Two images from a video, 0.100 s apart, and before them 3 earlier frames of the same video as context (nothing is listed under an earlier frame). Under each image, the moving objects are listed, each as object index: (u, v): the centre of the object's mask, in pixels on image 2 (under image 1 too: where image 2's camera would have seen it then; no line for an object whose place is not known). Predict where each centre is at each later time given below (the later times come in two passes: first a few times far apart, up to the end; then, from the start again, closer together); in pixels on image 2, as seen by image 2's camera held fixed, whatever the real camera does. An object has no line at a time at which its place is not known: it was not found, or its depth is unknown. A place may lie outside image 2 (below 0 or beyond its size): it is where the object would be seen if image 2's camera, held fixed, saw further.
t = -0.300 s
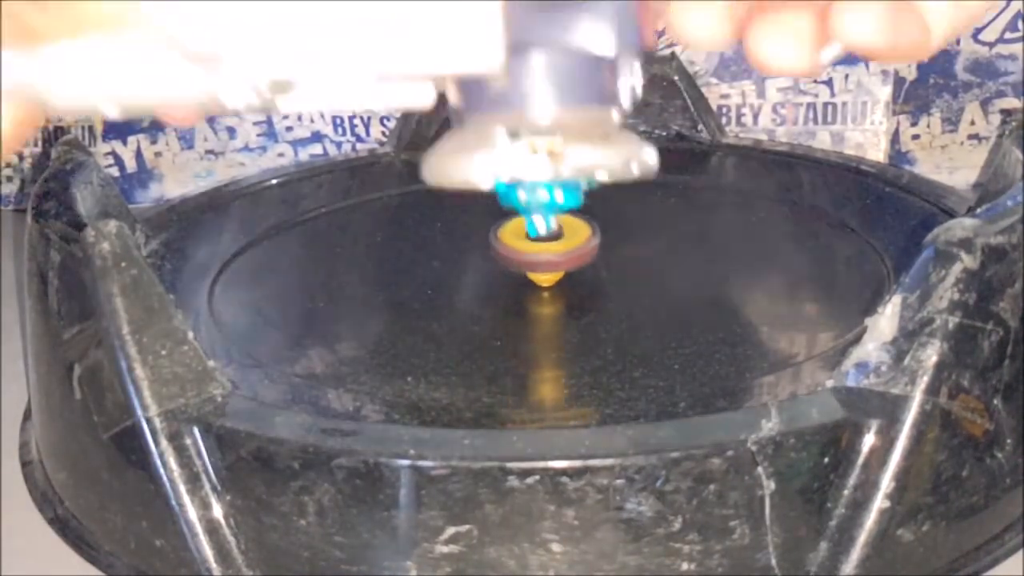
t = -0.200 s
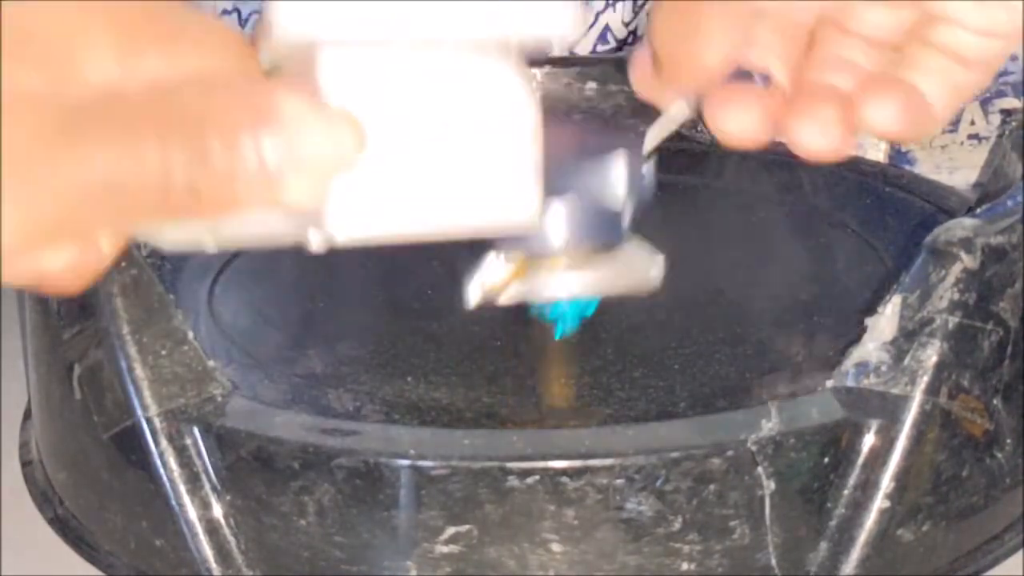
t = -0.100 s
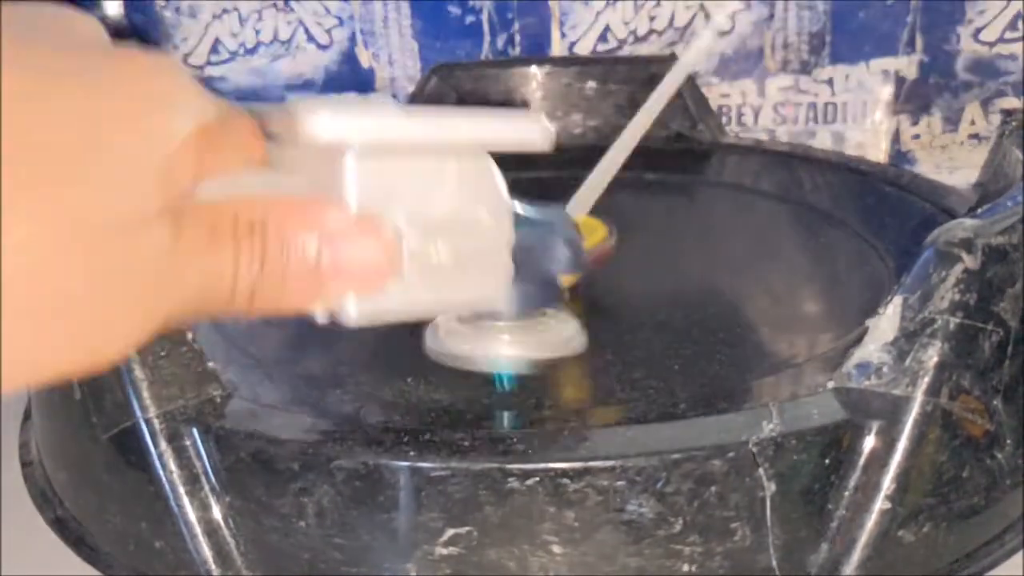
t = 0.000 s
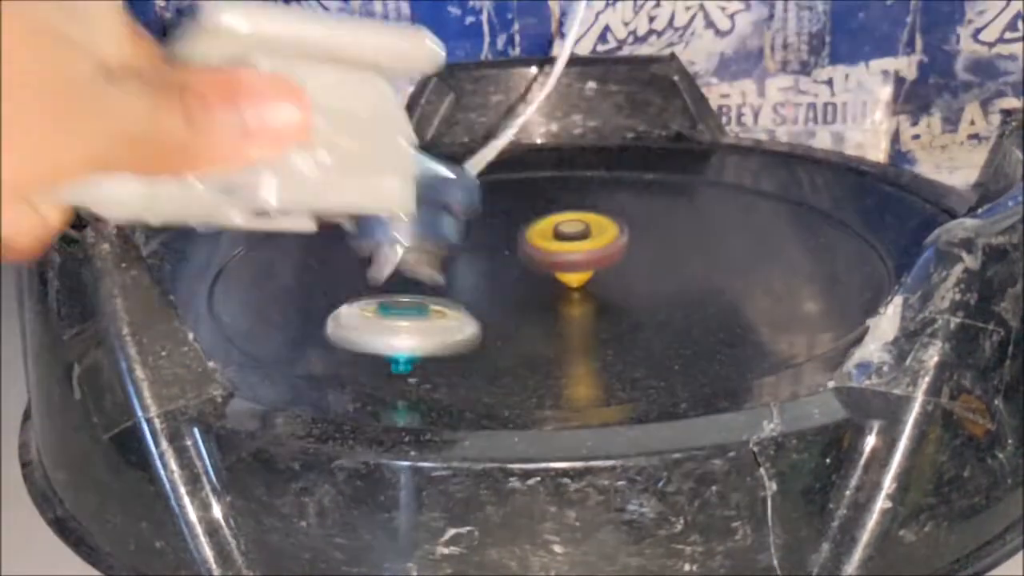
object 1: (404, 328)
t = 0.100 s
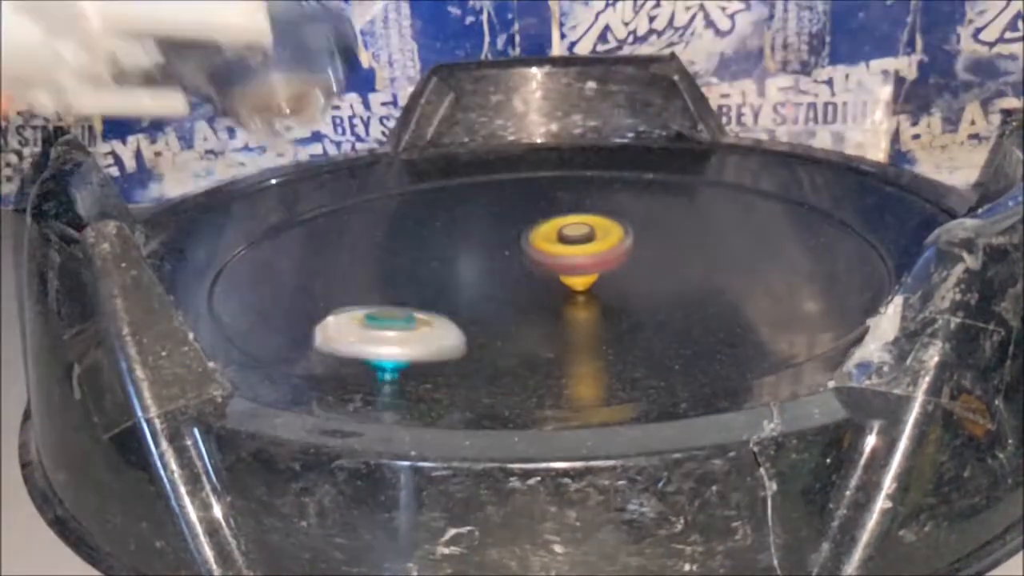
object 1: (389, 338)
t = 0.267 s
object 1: (457, 319)
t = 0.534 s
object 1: (390, 240)
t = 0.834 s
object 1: (311, 241)
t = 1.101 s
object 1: (463, 318)
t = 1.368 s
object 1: (815, 295)
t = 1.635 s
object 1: (599, 253)
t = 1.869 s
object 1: (285, 167)
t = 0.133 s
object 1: (399, 335)
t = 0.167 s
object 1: (412, 333)
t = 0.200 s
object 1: (426, 330)
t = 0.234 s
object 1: (442, 325)
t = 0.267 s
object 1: (457, 319)
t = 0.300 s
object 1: (470, 311)
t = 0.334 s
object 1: (479, 303)
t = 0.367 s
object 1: (486, 293)
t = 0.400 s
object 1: (485, 282)
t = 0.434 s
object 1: (459, 265)
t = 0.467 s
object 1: (434, 258)
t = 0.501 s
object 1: (410, 251)
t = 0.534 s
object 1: (390, 240)
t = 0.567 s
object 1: (374, 234)
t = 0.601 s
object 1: (361, 229)
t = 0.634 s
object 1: (349, 224)
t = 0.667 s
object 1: (339, 224)
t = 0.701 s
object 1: (331, 224)
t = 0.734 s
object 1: (325, 226)
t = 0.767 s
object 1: (320, 230)
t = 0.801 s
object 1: (315, 234)
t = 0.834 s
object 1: (311, 241)
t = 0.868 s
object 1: (310, 248)
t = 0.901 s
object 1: (310, 257)
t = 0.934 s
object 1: (314, 267)
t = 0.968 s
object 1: (323, 278)
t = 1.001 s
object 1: (341, 291)
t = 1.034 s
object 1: (371, 302)
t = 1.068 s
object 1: (414, 312)
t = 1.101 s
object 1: (463, 318)
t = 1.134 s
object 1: (517, 317)
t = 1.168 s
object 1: (567, 311)
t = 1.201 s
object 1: (620, 305)
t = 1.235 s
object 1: (671, 309)
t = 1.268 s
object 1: (721, 306)
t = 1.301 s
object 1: (770, 307)
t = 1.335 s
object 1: (798, 295)
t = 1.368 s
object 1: (815, 295)
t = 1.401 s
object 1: (823, 287)
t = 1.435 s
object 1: (824, 282)
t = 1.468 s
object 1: (816, 283)
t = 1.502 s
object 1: (790, 282)
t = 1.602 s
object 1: (655, 265)
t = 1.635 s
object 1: (599, 253)
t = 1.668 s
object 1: (543, 241)
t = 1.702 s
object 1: (490, 227)
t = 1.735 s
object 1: (464, 218)
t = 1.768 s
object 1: (411, 201)
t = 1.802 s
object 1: (364, 186)
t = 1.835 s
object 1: (318, 170)
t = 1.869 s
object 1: (285, 167)
